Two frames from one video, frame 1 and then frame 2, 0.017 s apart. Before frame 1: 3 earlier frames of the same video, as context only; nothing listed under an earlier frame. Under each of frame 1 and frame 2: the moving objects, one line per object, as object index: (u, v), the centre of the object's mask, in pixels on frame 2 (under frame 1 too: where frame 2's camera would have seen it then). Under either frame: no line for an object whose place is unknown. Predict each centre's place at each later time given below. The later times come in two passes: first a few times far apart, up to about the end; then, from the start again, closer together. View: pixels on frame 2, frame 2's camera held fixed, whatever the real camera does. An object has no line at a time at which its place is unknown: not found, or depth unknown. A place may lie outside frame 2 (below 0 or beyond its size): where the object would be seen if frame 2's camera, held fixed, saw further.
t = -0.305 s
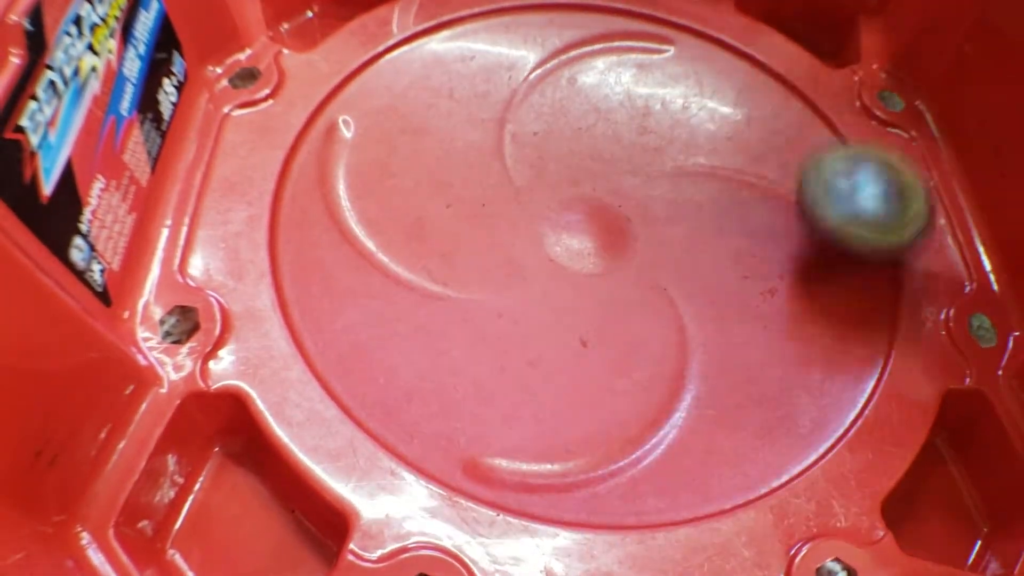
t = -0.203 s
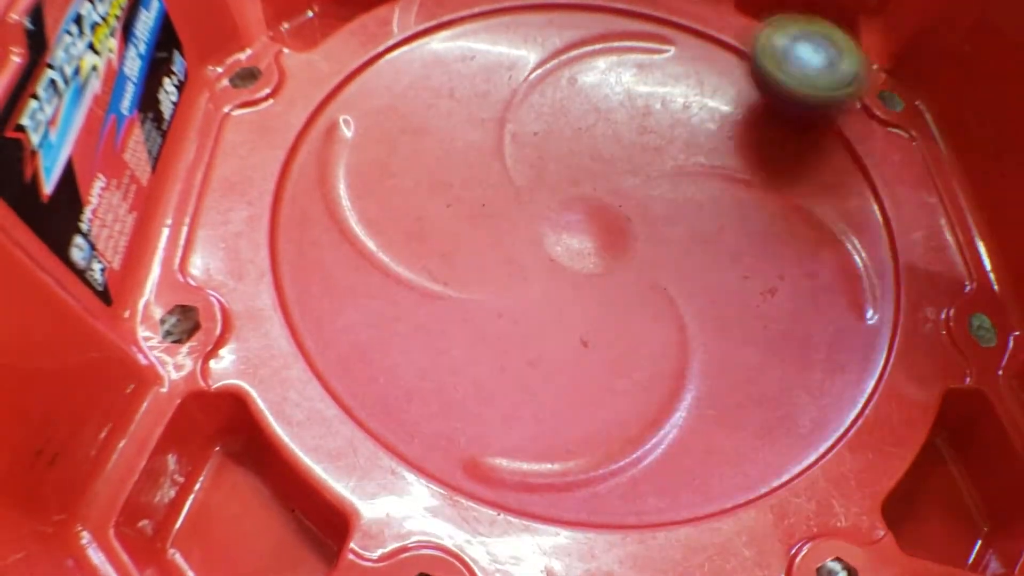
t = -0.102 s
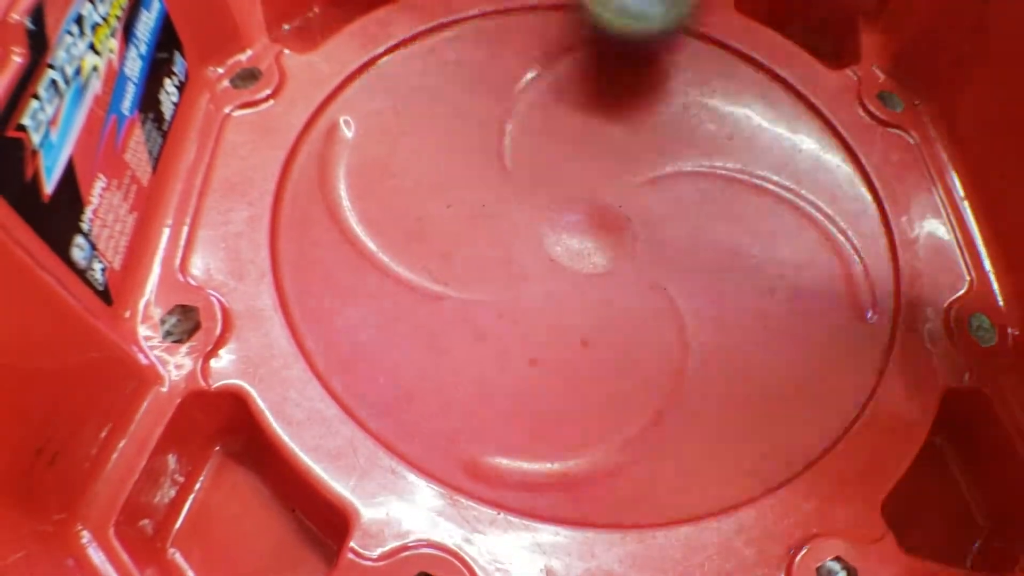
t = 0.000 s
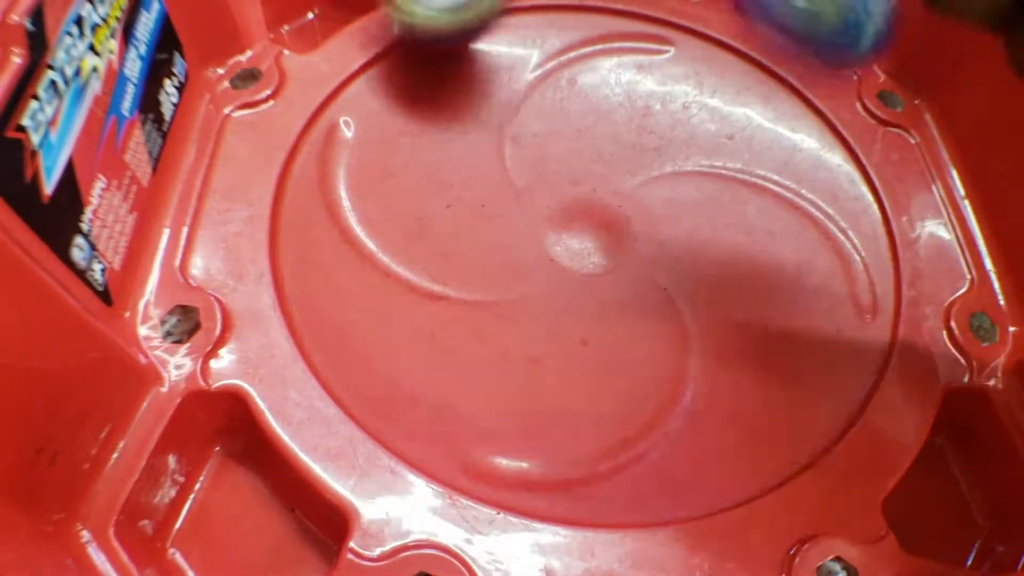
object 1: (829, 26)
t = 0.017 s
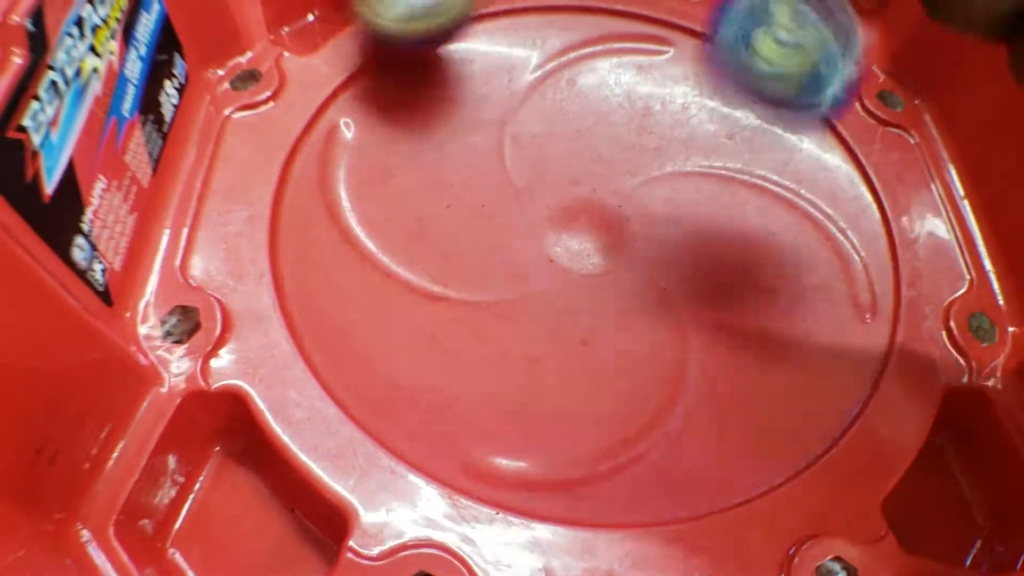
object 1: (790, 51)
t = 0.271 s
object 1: (537, 60)
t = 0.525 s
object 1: (594, 241)
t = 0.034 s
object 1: (747, 111)
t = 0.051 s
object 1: (716, 162)
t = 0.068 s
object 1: (705, 144)
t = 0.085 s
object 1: (691, 124)
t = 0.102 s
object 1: (677, 109)
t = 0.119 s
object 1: (664, 98)
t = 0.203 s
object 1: (589, 82)
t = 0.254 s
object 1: (550, 63)
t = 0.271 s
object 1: (537, 60)
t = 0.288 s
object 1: (525, 55)
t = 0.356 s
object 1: (476, 71)
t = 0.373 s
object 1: (466, 84)
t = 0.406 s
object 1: (456, 118)
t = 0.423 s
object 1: (458, 138)
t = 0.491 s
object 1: (532, 219)
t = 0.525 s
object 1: (594, 241)
